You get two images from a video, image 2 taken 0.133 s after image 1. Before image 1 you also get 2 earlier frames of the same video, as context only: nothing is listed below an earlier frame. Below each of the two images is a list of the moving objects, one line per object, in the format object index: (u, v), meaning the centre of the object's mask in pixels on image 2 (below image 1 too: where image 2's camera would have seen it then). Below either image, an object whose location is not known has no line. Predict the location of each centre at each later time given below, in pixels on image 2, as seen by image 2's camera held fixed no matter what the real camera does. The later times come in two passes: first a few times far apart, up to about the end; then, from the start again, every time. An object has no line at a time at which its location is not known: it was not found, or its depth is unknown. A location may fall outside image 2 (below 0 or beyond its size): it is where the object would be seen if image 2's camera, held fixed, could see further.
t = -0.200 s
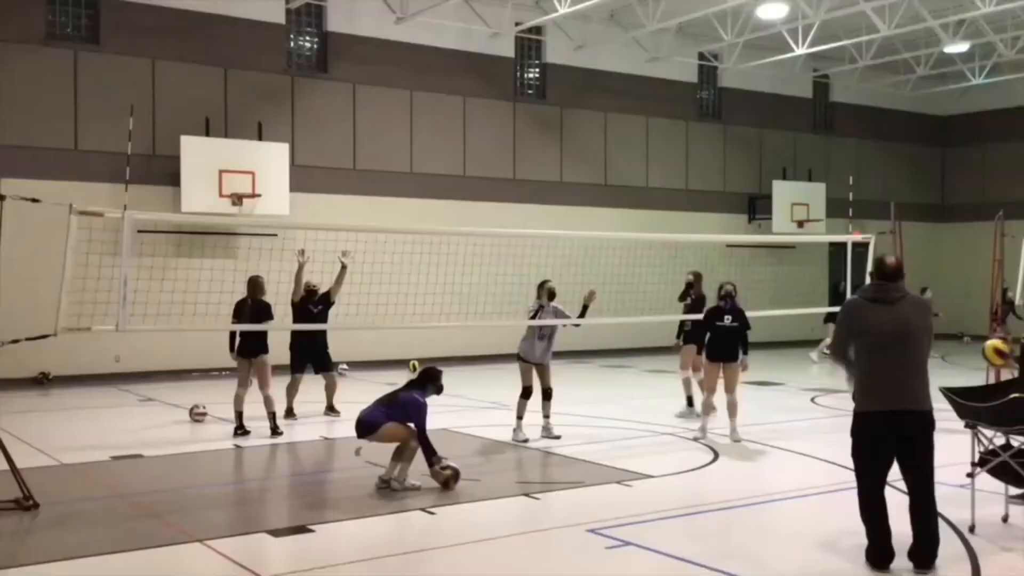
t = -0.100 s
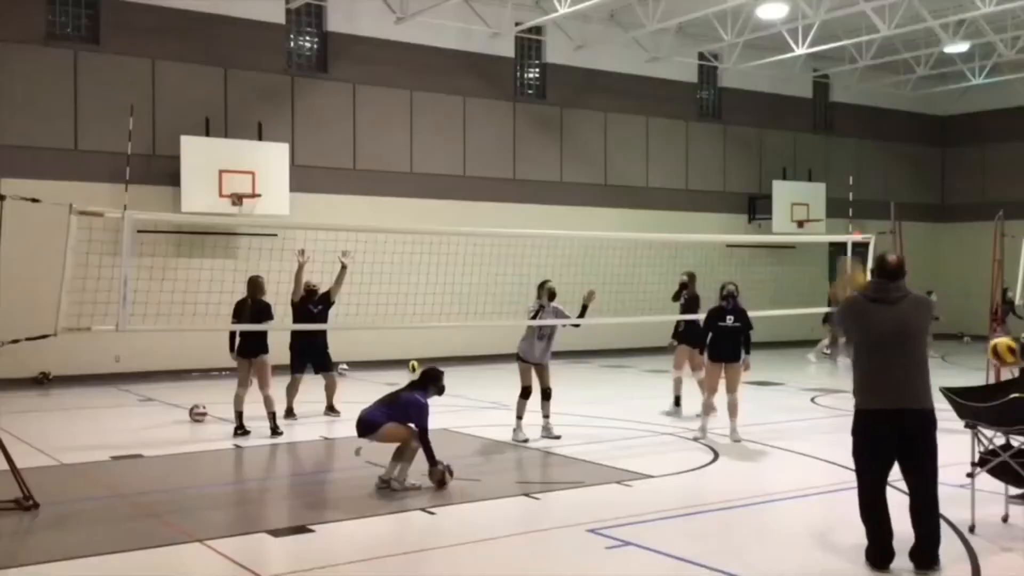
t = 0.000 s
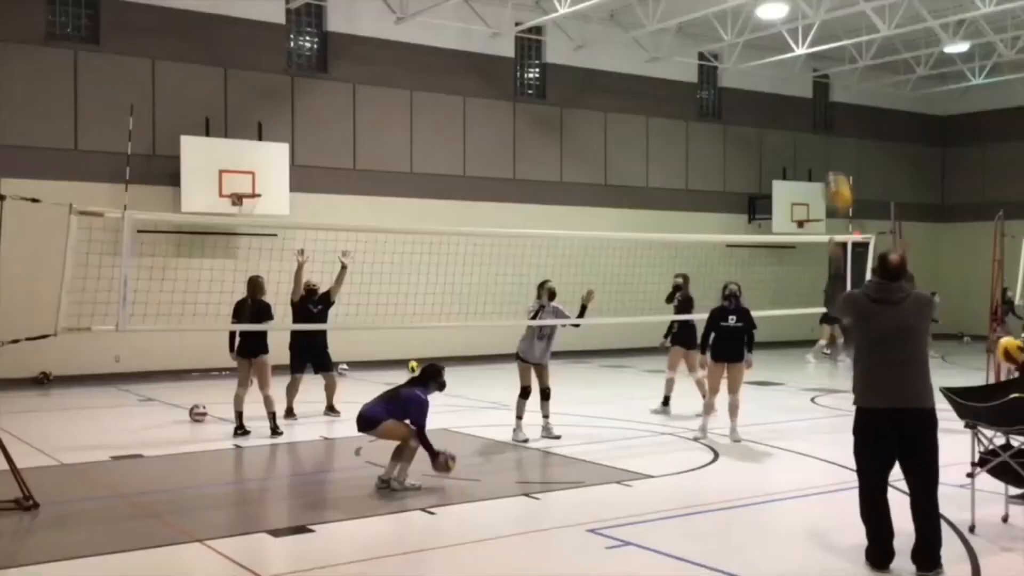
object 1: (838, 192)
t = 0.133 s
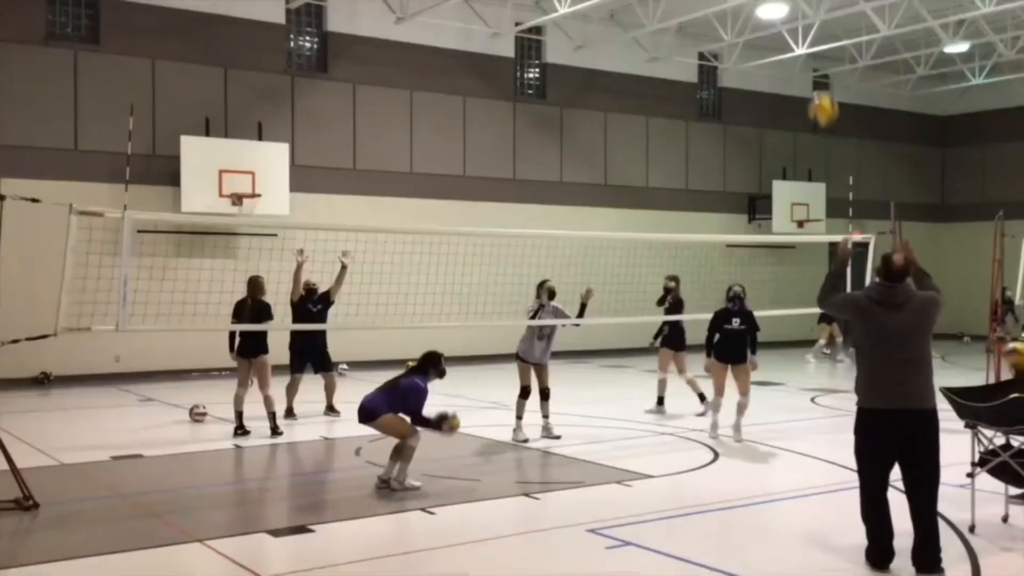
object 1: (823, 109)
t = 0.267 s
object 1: (808, 56)
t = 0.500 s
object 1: (784, 21)
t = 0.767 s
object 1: (759, 60)
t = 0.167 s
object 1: (821, 91)
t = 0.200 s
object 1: (816, 79)
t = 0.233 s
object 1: (812, 65)
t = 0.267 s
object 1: (808, 56)
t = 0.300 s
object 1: (805, 45)
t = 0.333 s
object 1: (800, 37)
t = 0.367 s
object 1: (797, 30)
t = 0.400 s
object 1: (794, 26)
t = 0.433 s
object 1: (791, 23)
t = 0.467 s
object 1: (788, 22)
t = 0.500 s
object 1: (784, 21)
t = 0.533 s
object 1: (781, 22)
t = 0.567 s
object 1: (778, 24)
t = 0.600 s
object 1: (774, 27)
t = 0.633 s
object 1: (771, 31)
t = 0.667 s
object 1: (767, 36)
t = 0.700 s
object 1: (764, 41)
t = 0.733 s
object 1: (761, 51)
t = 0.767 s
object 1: (759, 60)
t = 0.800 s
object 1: (756, 70)
